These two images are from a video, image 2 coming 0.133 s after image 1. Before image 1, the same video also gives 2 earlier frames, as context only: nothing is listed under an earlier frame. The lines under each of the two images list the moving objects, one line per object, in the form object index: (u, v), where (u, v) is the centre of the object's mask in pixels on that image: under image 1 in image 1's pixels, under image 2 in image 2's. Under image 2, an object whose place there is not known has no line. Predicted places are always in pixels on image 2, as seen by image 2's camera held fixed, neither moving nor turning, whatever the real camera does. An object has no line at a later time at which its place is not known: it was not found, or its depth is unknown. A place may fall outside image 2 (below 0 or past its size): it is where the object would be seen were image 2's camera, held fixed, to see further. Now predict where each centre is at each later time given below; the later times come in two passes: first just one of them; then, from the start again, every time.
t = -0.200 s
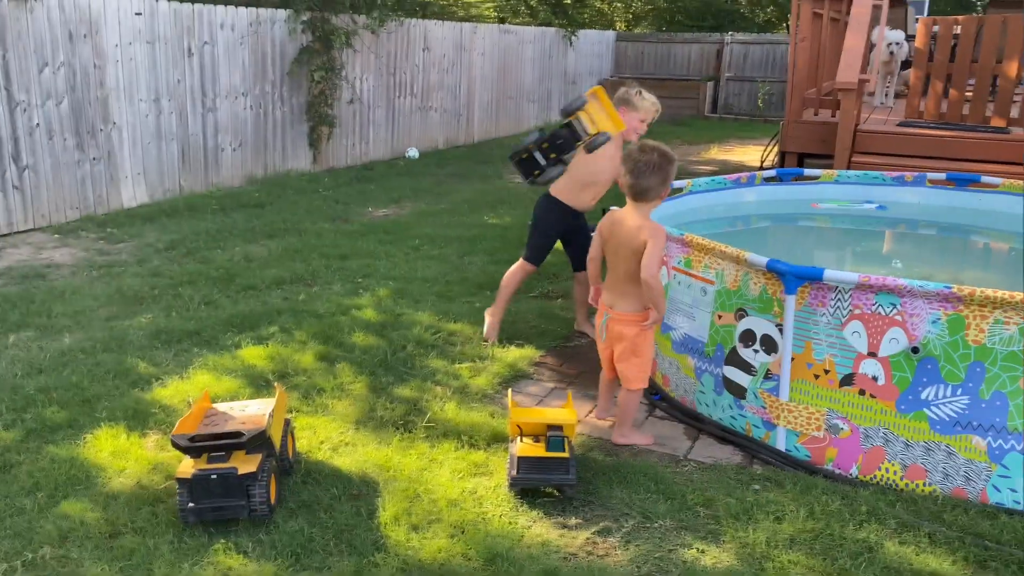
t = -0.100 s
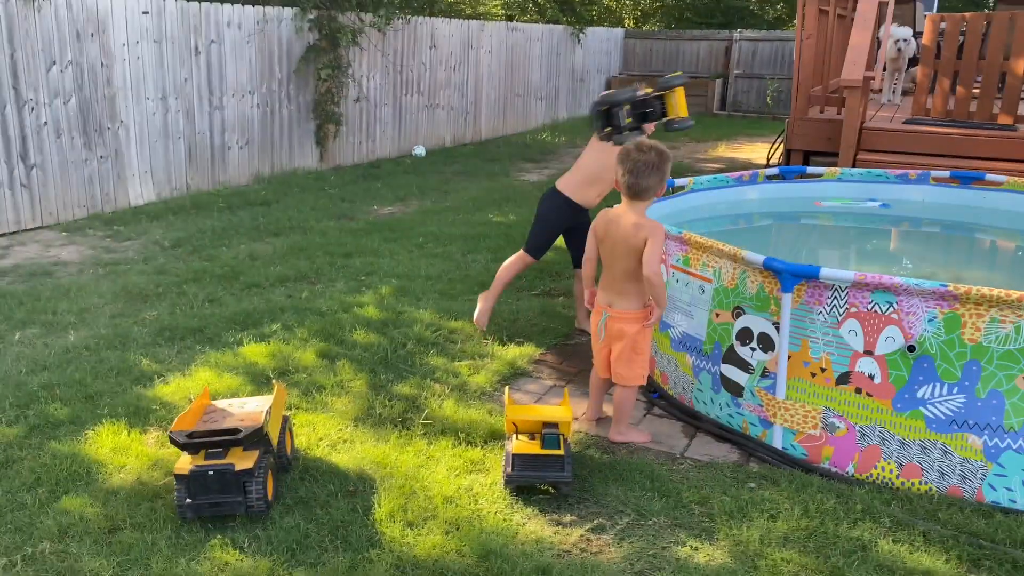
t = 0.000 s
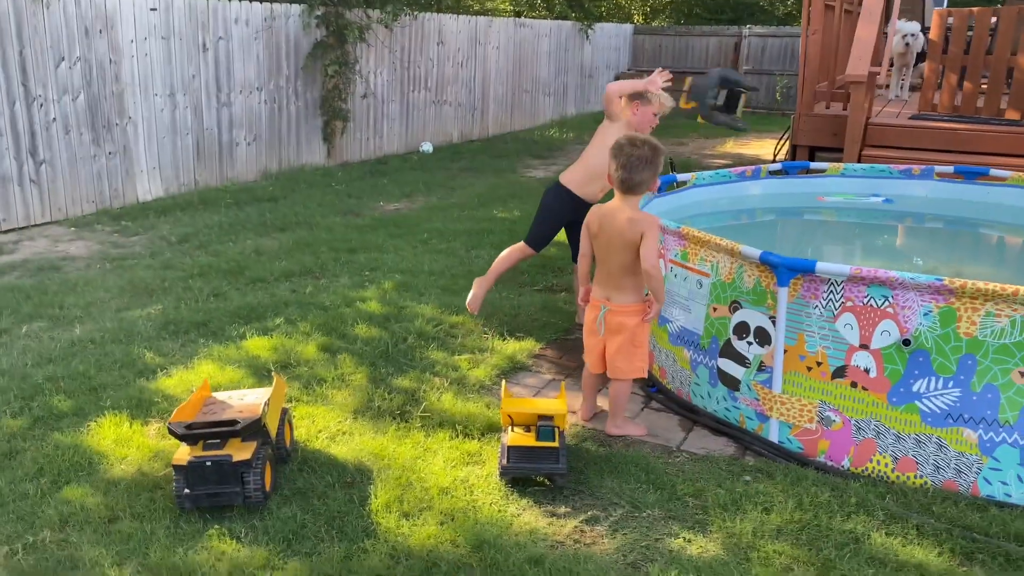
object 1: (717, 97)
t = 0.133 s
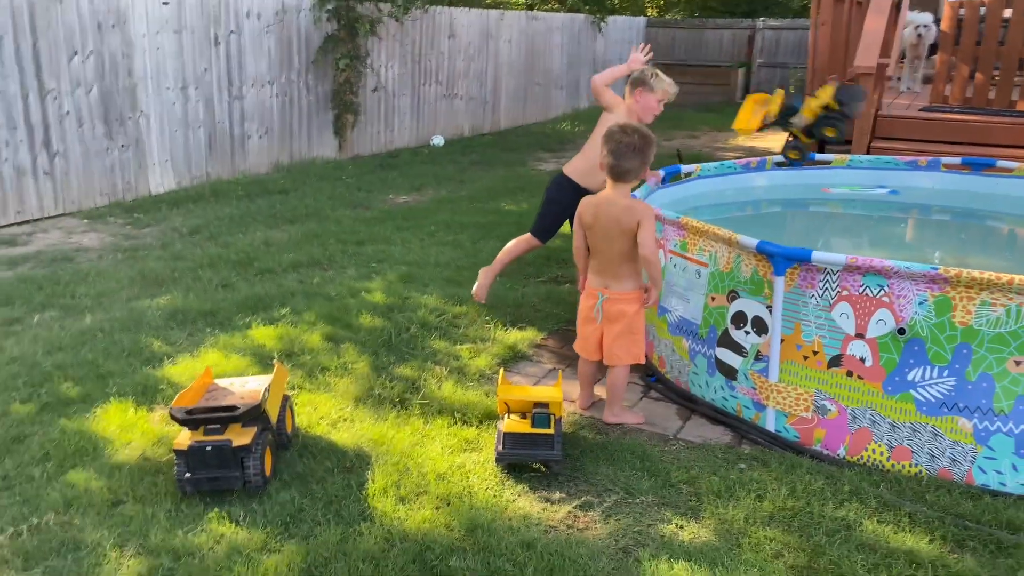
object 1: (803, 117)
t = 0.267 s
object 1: (879, 183)
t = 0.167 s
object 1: (823, 130)
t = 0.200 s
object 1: (843, 145)
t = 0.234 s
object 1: (862, 164)
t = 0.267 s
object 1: (879, 183)
